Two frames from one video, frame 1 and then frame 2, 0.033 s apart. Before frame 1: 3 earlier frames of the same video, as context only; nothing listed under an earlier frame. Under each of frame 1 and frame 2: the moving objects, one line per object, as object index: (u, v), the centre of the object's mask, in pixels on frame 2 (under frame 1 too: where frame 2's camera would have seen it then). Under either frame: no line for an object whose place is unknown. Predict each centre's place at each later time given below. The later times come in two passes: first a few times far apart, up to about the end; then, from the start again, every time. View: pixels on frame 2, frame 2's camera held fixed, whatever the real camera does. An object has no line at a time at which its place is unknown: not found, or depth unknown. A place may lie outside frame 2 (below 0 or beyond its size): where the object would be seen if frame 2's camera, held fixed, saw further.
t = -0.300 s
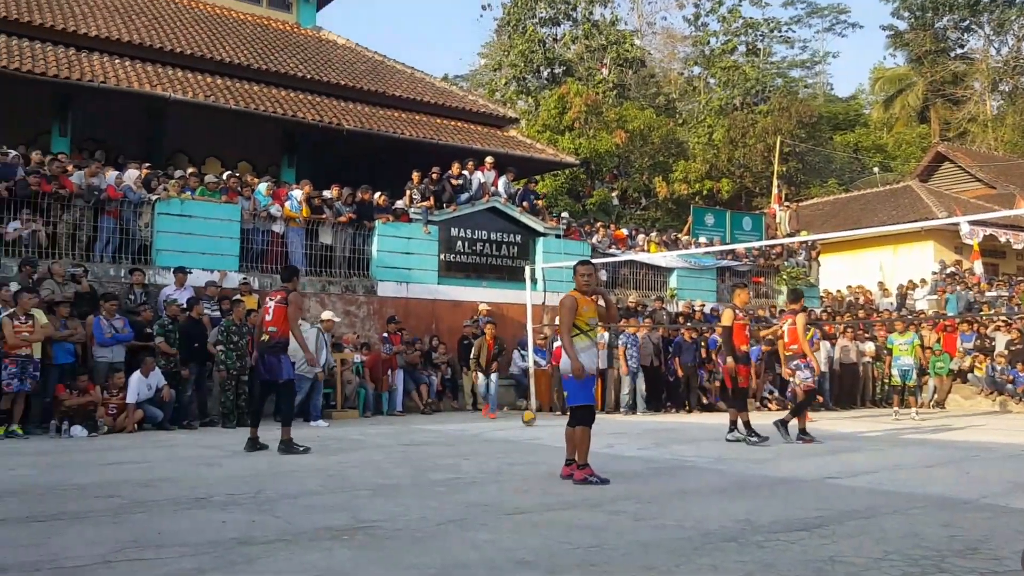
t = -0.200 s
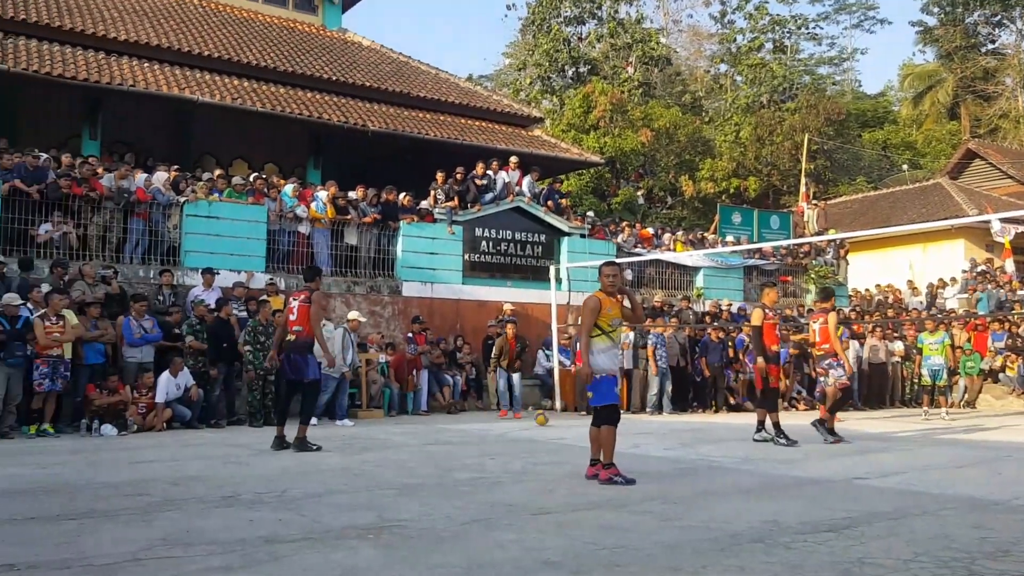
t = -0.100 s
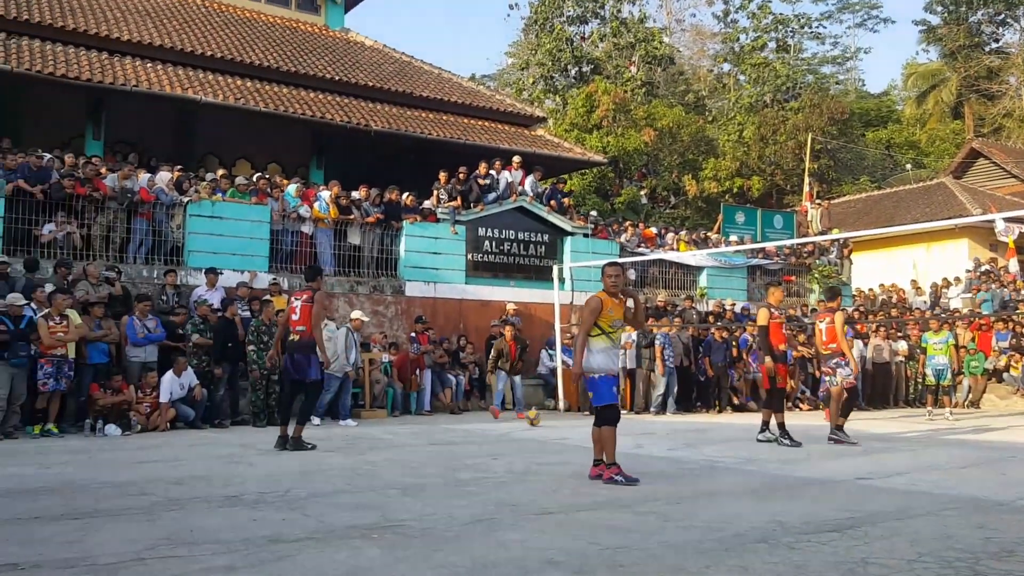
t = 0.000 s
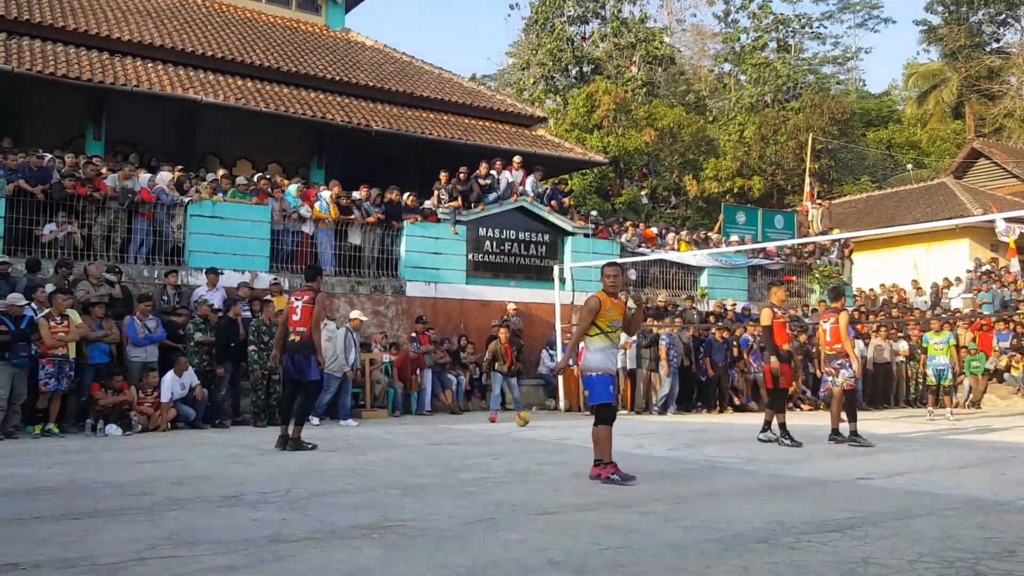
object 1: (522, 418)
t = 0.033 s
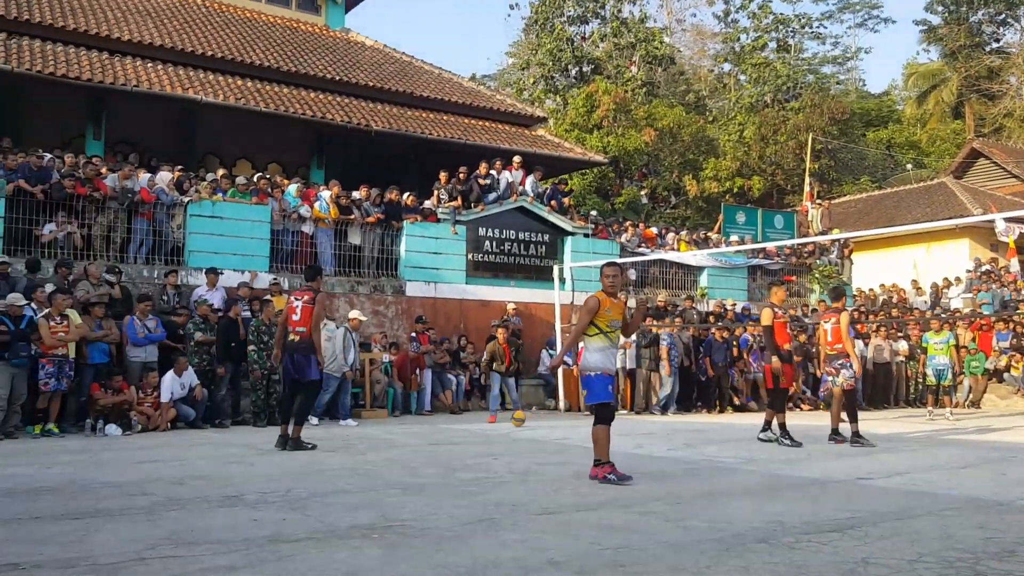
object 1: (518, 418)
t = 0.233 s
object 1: (495, 419)
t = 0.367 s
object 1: (479, 420)
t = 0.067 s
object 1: (514, 419)
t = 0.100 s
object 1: (510, 418)
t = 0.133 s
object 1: (506, 419)
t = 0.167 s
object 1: (502, 420)
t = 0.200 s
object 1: (498, 419)
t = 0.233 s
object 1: (495, 419)
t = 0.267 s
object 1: (491, 419)
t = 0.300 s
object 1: (487, 419)
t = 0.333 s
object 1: (483, 419)
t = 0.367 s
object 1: (479, 420)
